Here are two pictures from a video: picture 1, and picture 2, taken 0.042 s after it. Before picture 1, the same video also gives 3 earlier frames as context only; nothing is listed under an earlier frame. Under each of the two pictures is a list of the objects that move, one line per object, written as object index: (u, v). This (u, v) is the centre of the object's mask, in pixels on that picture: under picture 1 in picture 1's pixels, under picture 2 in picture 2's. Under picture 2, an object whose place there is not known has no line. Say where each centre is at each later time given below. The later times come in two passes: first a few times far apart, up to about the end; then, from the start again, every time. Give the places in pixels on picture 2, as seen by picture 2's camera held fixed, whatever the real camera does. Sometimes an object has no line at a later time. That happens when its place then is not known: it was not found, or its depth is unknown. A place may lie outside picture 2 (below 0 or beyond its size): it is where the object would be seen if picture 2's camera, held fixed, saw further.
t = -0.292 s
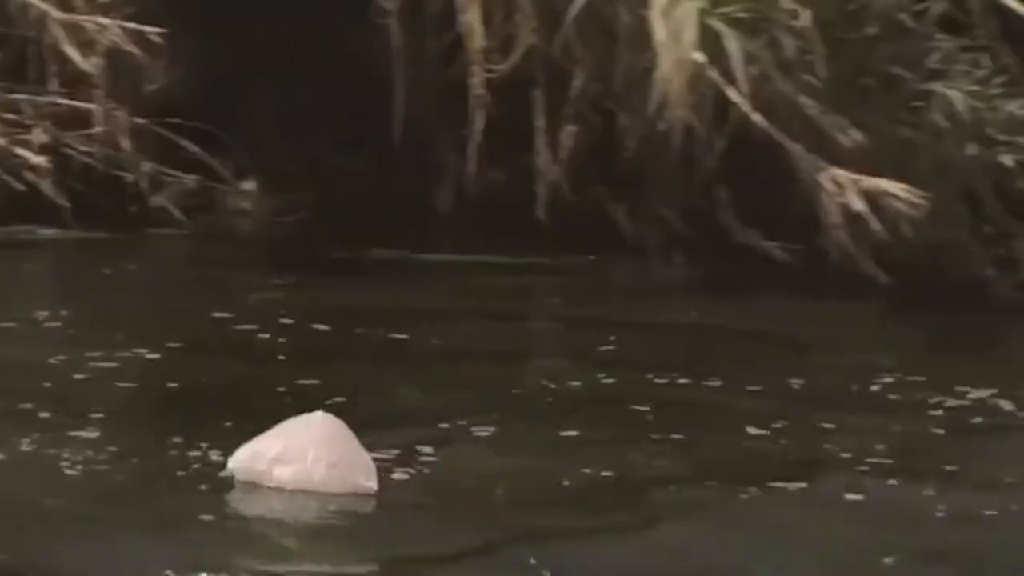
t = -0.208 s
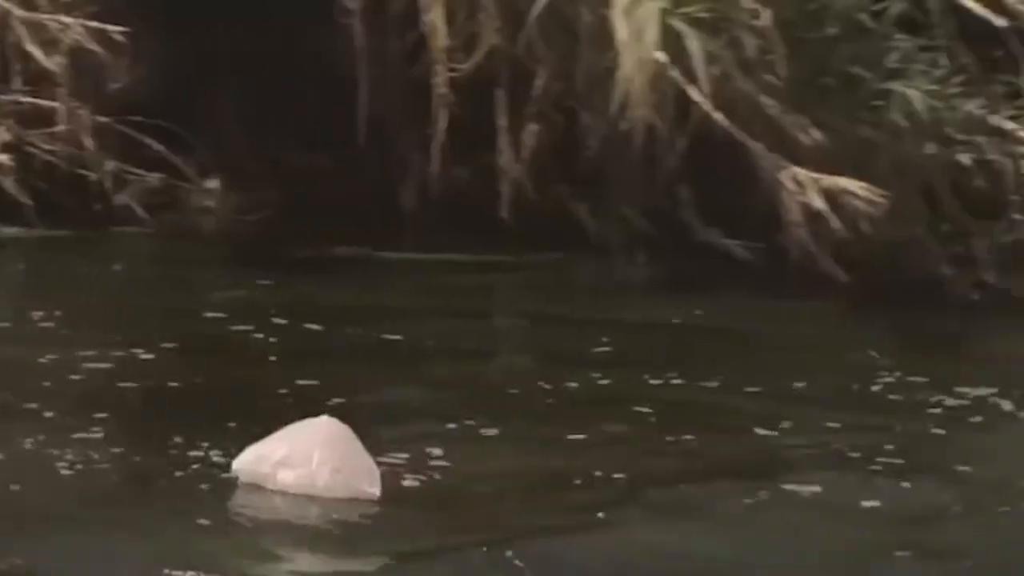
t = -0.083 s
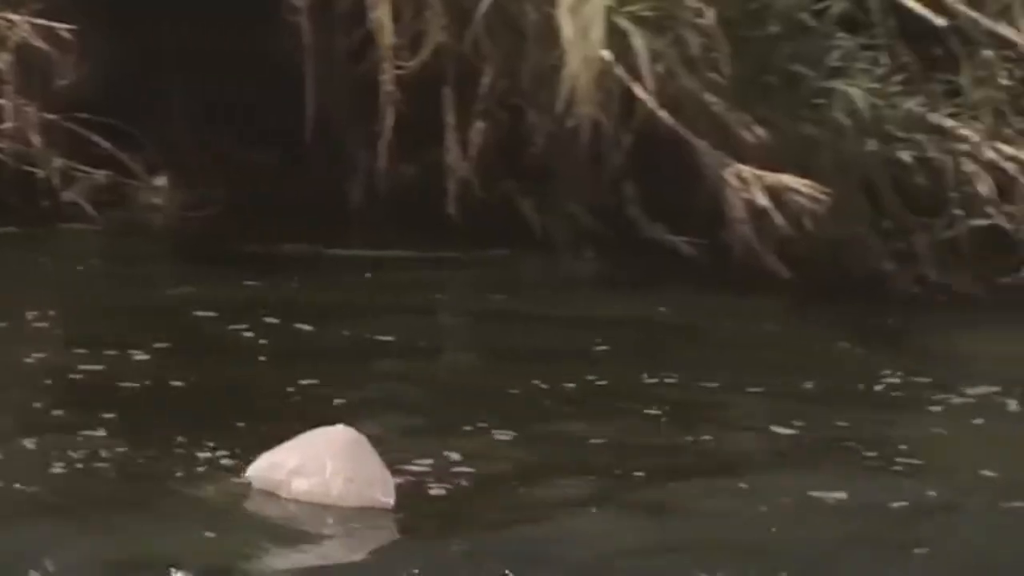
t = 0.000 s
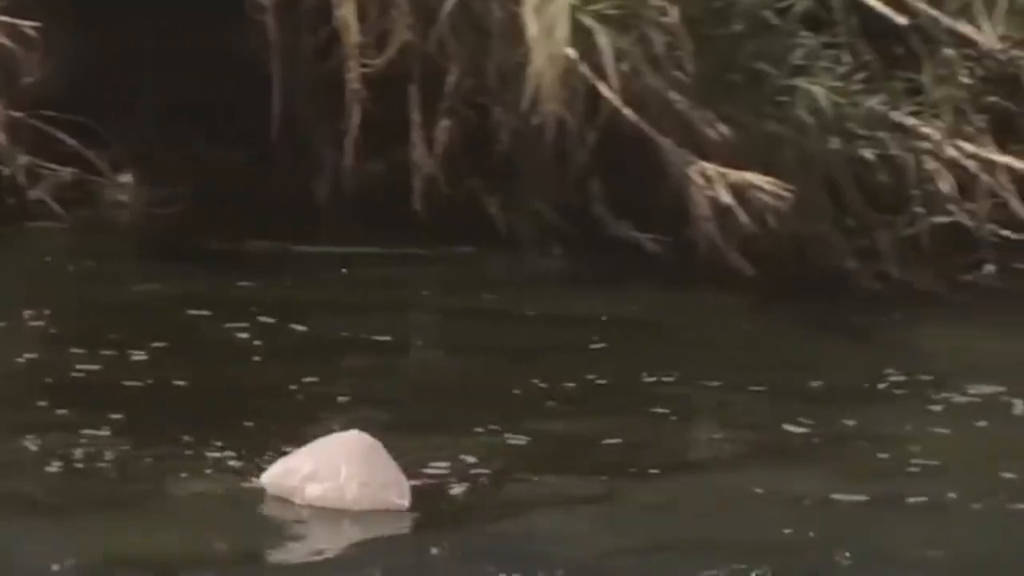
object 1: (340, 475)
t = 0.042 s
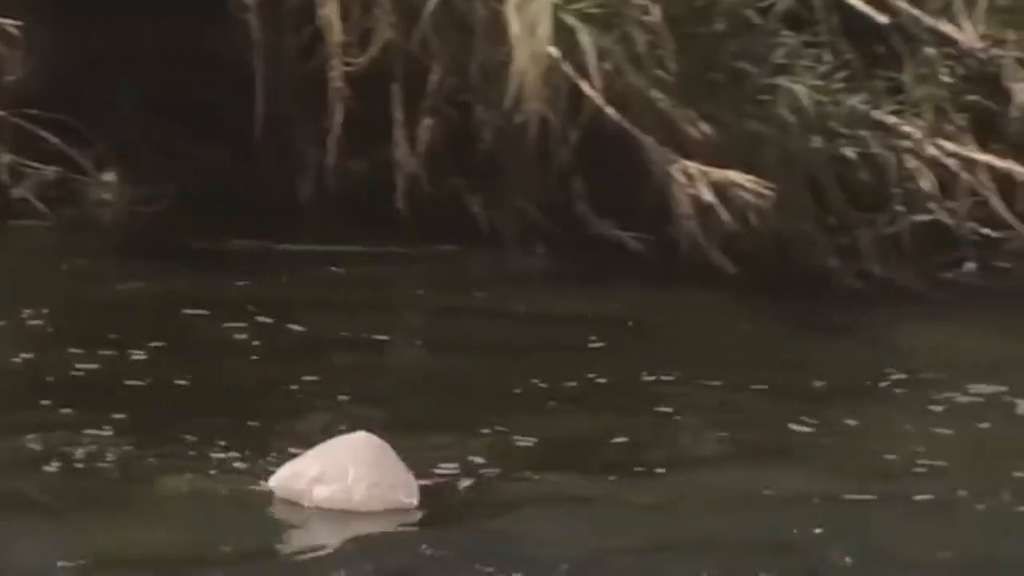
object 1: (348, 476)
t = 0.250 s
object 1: (463, 476)
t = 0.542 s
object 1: (620, 496)
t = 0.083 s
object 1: (372, 478)
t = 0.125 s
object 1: (396, 478)
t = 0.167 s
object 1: (420, 478)
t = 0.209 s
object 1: (442, 477)
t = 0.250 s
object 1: (463, 476)
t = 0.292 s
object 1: (486, 475)
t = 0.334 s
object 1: (508, 475)
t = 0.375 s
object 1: (531, 477)
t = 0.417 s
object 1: (553, 480)
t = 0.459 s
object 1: (575, 485)
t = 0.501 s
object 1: (597, 489)
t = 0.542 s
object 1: (620, 496)
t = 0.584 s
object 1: (643, 502)
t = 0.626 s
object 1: (667, 508)
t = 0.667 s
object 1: (692, 512)
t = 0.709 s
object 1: (716, 514)
